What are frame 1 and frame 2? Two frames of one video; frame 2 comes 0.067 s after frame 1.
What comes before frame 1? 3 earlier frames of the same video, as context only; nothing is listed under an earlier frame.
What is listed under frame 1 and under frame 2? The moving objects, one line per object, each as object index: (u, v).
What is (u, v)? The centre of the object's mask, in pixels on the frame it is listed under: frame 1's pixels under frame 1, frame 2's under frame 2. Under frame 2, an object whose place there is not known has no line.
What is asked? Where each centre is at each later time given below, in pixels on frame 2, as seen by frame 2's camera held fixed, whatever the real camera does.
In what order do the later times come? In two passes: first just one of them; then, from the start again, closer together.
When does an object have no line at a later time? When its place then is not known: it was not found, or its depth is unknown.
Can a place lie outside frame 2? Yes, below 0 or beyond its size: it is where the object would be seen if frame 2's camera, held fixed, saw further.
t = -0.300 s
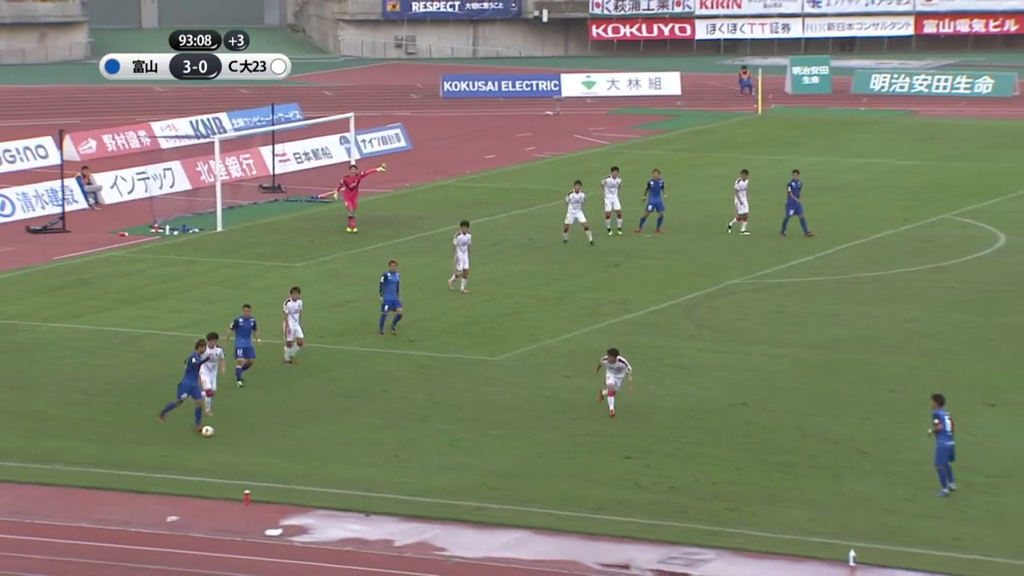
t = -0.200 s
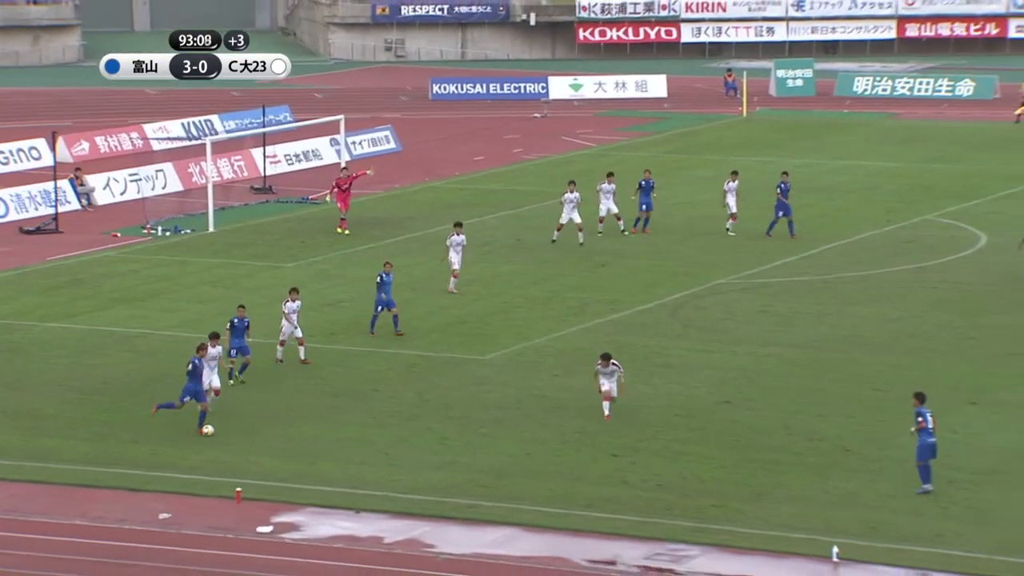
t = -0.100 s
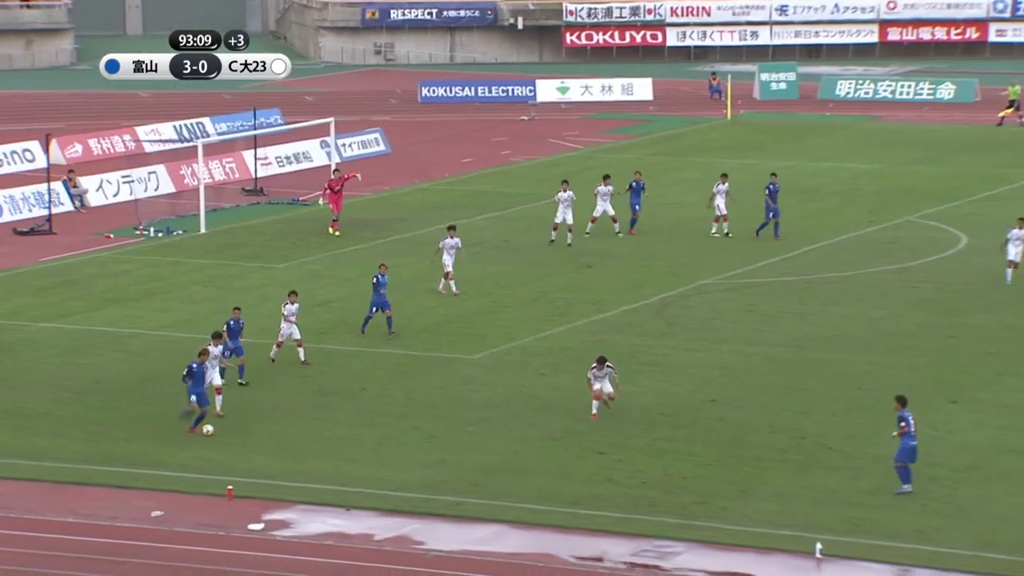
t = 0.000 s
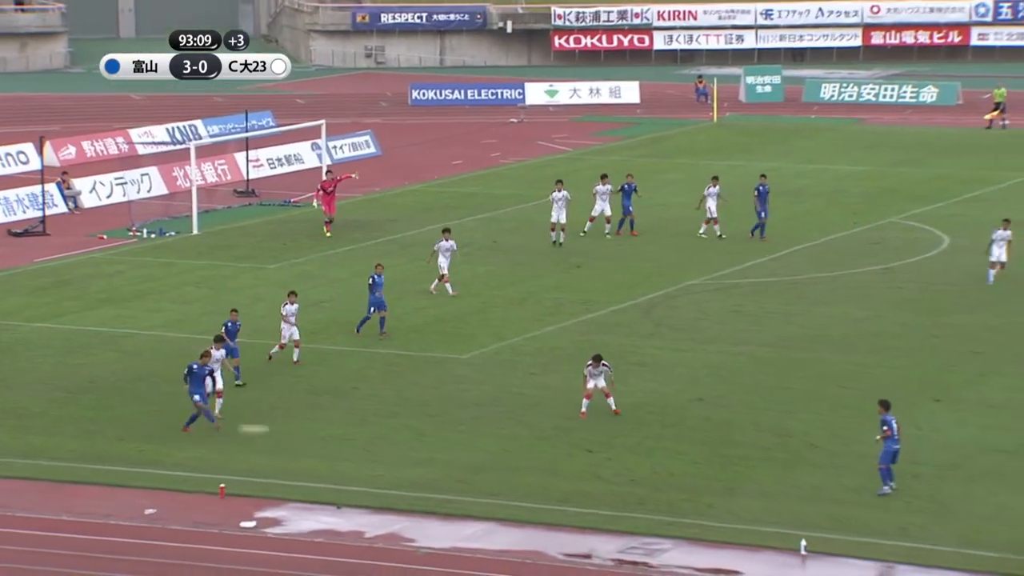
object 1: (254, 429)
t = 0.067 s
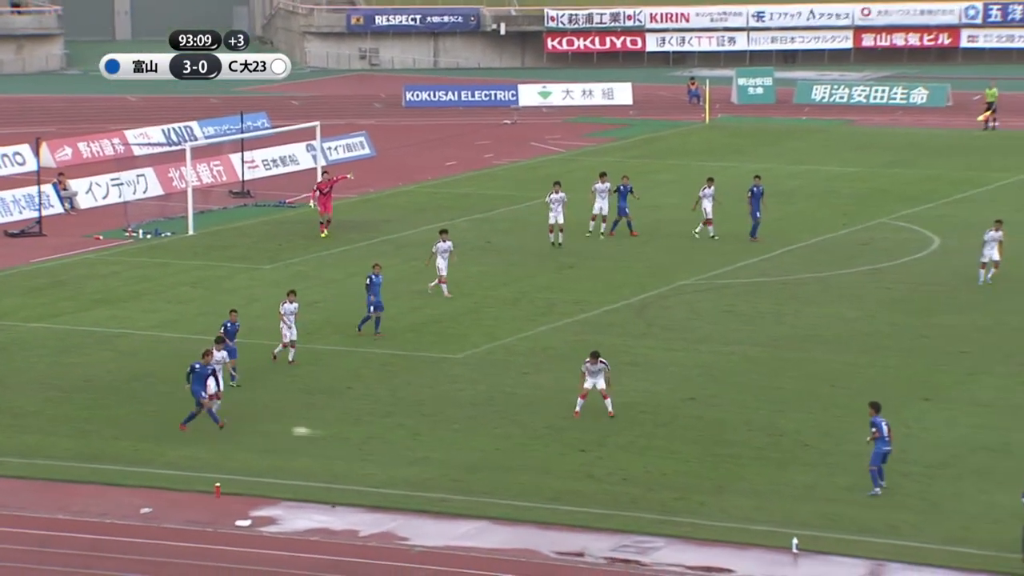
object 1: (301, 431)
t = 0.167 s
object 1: (380, 438)
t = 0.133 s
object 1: (364, 437)
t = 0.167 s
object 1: (380, 438)
